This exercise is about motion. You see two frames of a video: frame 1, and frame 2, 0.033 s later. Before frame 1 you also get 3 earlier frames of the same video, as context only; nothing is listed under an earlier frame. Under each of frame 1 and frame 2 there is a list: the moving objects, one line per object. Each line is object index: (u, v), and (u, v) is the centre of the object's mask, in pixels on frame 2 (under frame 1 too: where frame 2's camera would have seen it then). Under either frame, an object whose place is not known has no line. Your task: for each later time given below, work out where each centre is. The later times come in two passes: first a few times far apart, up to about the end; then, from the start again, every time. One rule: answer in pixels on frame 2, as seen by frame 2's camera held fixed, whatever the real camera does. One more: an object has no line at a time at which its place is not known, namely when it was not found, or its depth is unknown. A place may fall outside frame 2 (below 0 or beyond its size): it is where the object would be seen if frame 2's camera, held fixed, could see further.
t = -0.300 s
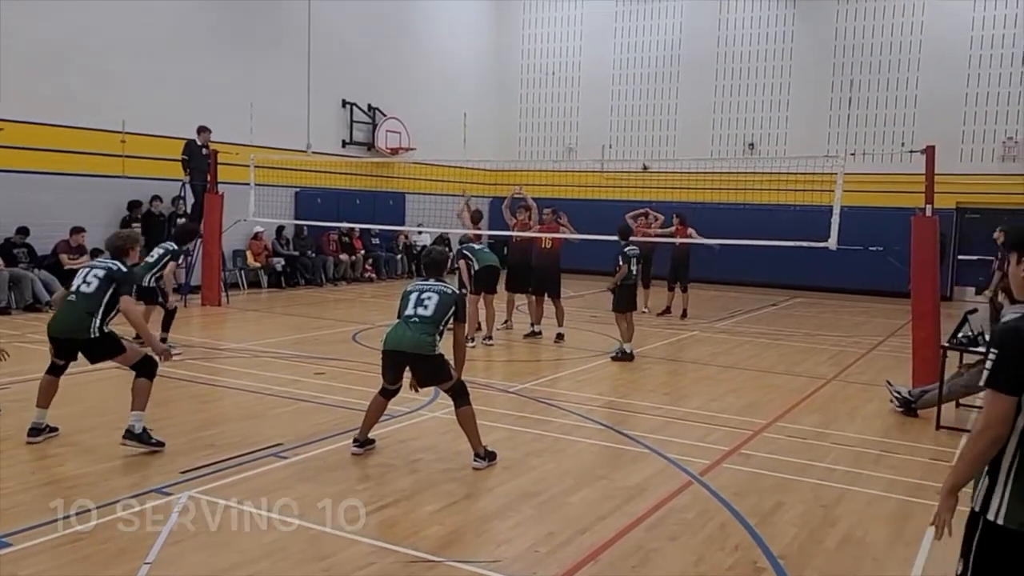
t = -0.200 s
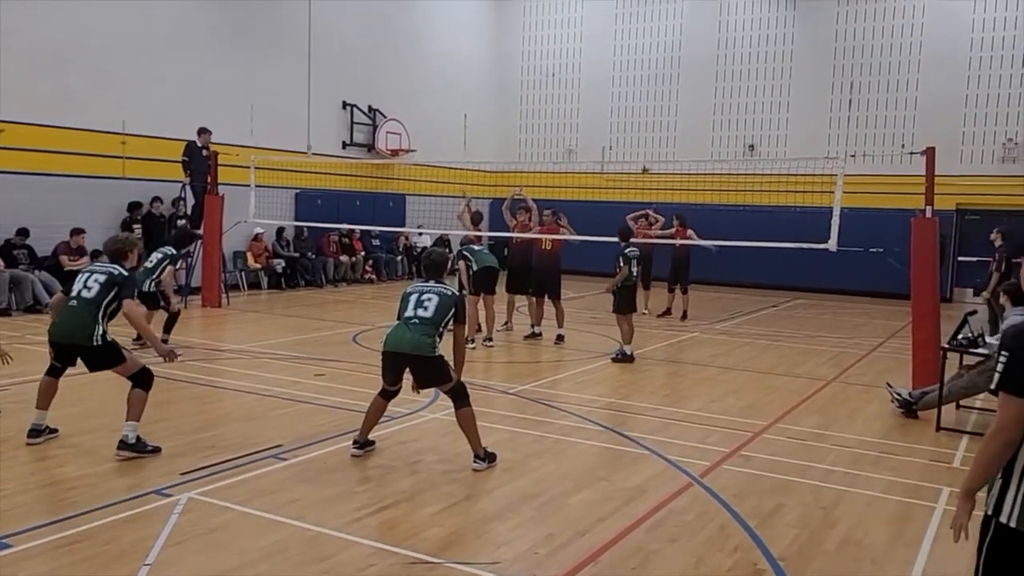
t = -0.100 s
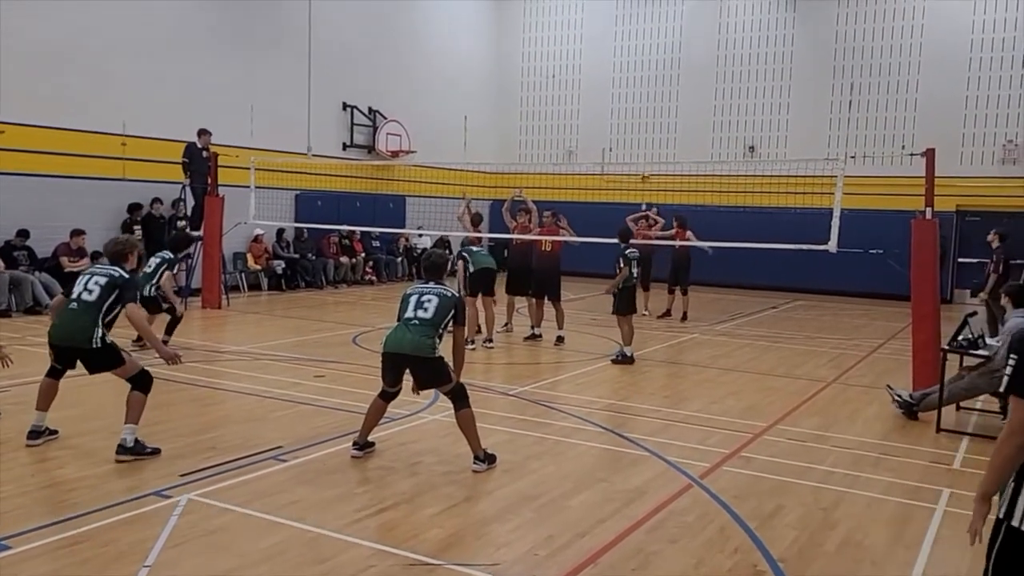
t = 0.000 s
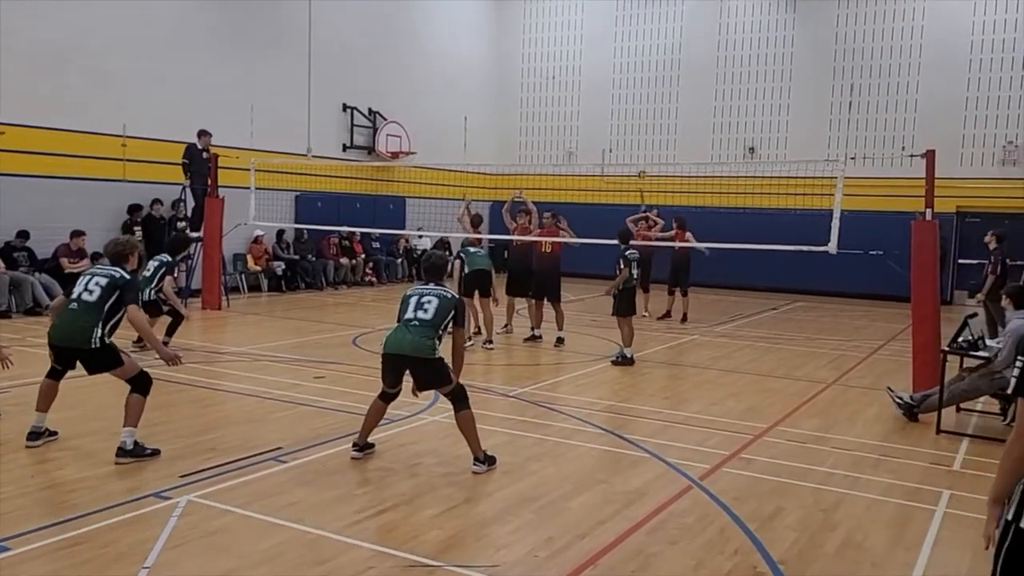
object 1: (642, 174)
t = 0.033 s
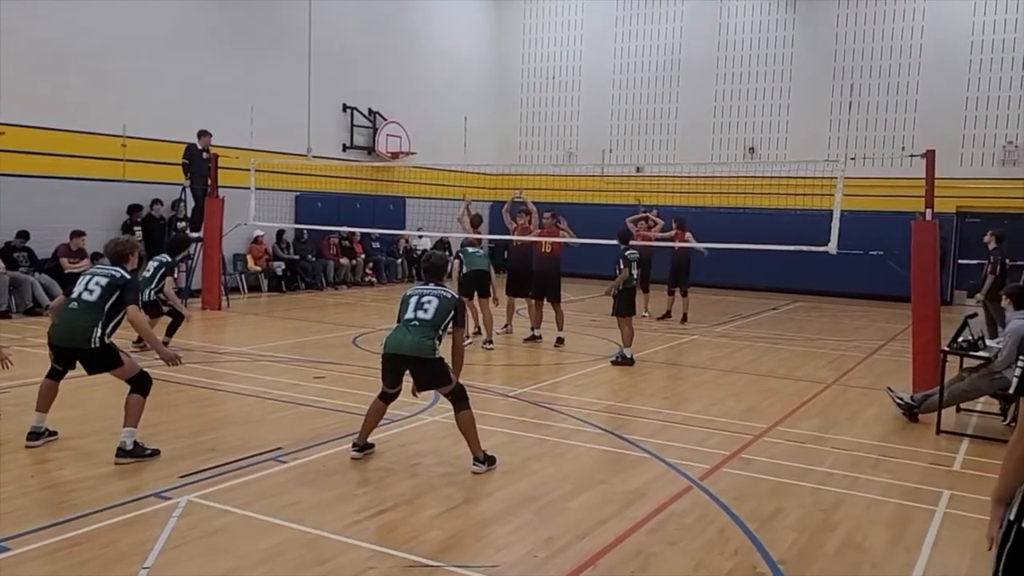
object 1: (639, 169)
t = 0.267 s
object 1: (620, 133)
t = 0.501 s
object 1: (595, 119)
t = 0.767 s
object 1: (556, 141)
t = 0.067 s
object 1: (636, 159)
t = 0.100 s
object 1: (634, 156)
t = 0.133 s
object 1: (631, 150)
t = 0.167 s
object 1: (628, 144)
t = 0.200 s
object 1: (625, 141)
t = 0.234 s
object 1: (622, 137)
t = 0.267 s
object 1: (620, 133)
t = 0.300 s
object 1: (617, 130)
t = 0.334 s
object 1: (614, 127)
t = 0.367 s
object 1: (611, 125)
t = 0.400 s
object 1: (607, 122)
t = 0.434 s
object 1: (602, 121)
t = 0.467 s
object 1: (599, 120)
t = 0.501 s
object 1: (595, 119)
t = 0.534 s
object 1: (591, 120)
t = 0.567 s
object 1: (587, 119)
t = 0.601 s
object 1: (582, 122)
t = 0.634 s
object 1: (578, 124)
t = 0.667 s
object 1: (573, 127)
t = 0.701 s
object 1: (568, 130)
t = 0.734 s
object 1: (562, 135)
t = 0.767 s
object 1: (556, 141)
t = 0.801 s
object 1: (550, 147)
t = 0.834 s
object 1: (543, 155)
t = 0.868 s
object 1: (537, 162)
